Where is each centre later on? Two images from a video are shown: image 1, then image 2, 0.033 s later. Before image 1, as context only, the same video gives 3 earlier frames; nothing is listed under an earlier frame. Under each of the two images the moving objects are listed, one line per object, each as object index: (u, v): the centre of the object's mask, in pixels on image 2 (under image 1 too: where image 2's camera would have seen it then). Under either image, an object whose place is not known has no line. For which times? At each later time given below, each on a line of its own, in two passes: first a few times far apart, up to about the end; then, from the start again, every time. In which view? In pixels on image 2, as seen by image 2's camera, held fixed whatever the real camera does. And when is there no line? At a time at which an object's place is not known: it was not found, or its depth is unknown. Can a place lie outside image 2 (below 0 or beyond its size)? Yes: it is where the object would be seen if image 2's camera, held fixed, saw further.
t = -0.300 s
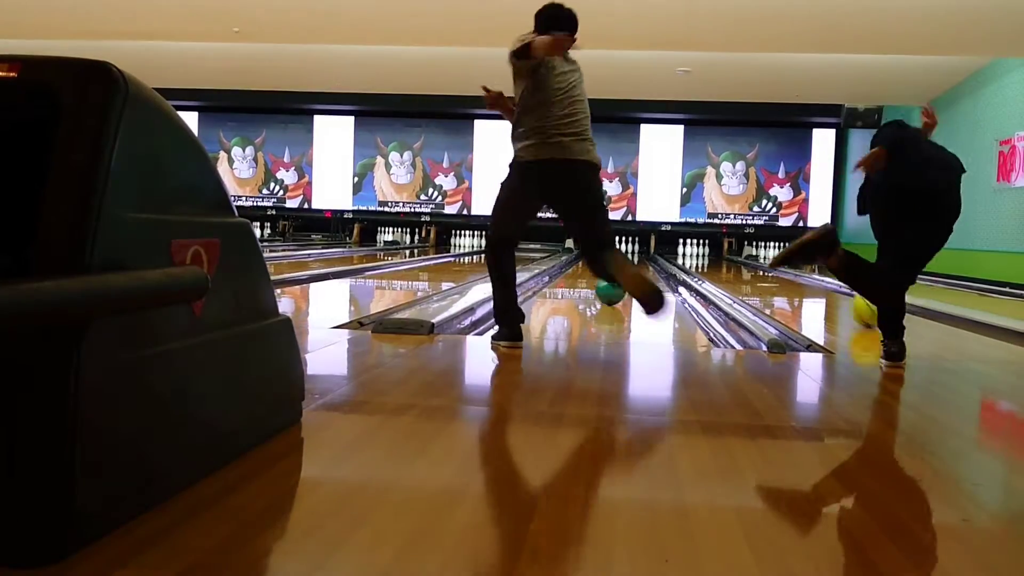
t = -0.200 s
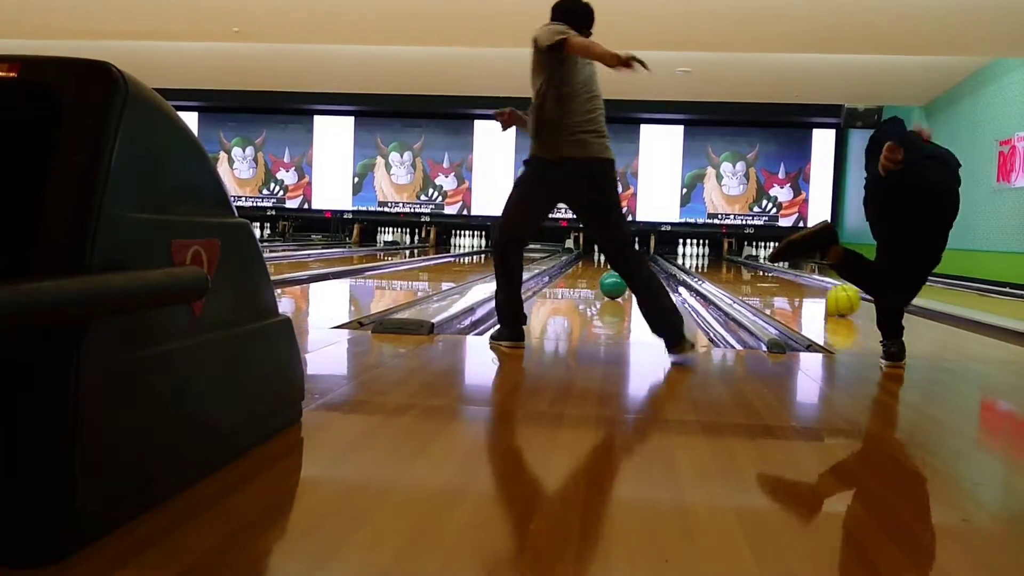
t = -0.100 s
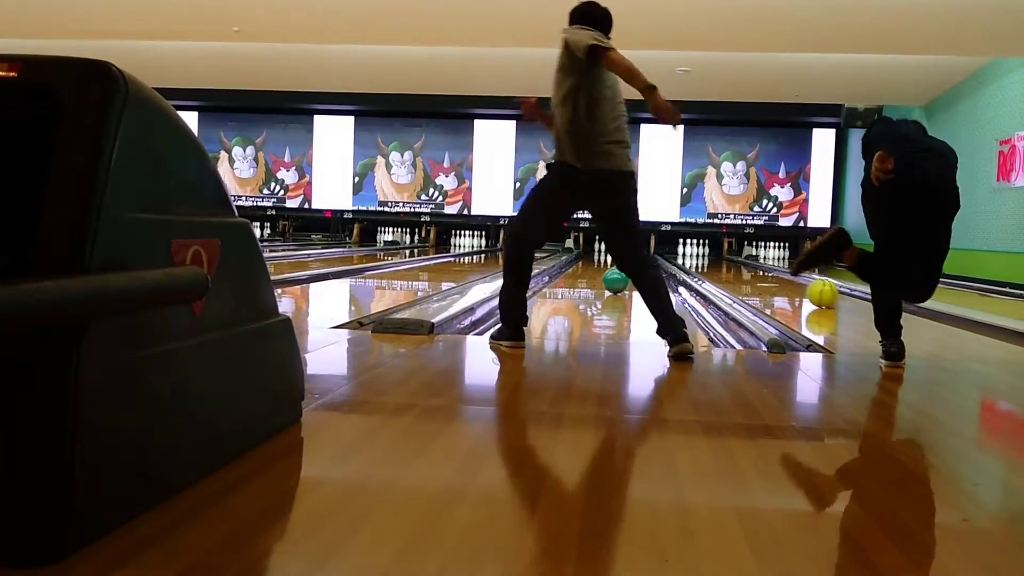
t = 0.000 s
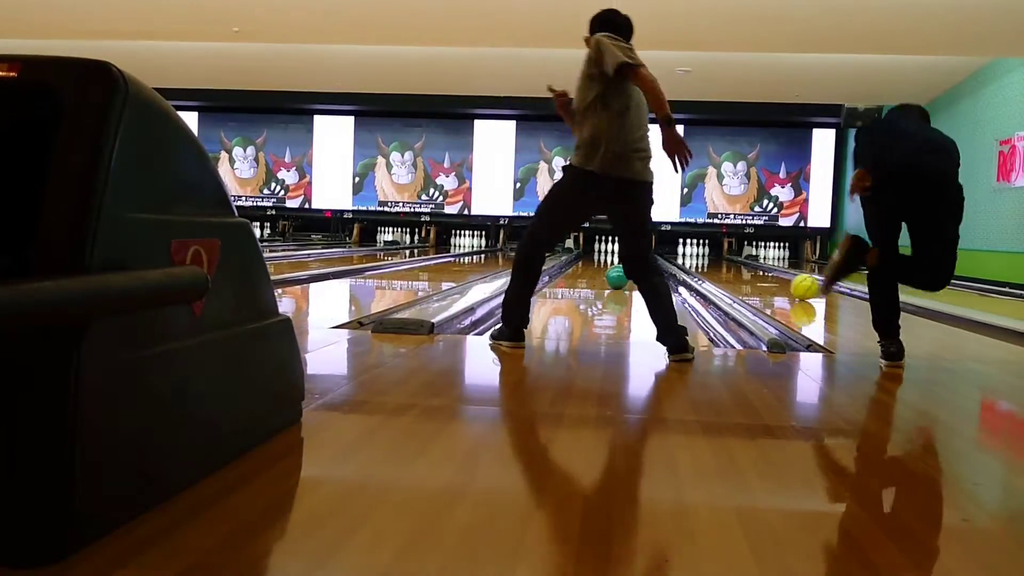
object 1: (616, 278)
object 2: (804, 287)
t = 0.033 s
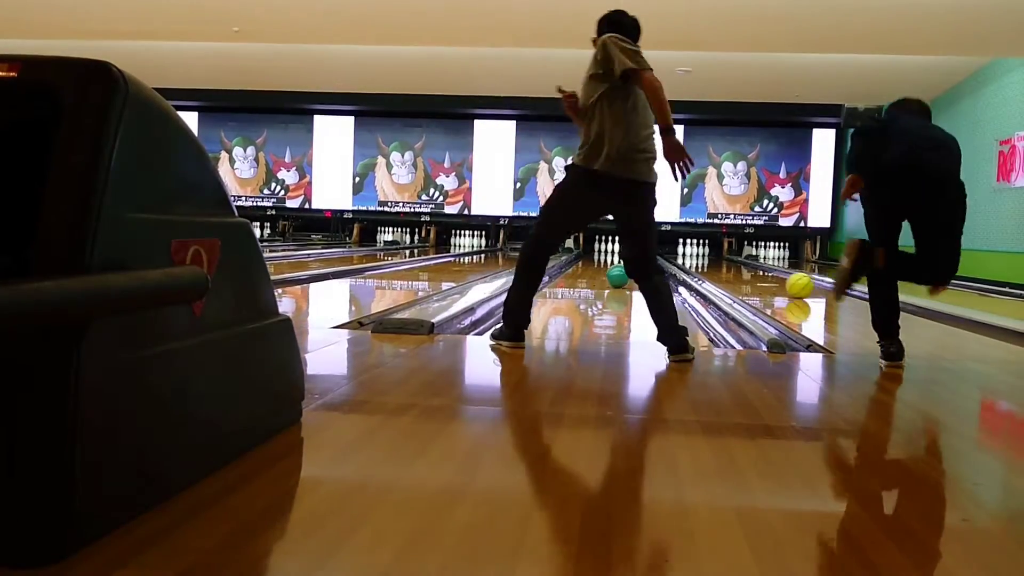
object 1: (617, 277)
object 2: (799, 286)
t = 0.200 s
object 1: (620, 272)
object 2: (779, 279)
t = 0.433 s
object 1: (622, 267)
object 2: (757, 272)
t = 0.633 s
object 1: (620, 266)
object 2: (743, 267)
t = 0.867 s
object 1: (625, 260)
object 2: (730, 263)
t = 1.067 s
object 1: (625, 258)
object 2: (721, 260)
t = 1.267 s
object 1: (625, 256)
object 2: (714, 257)
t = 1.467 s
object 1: (625, 254)
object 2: (709, 256)
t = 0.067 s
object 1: (618, 275)
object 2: (795, 284)
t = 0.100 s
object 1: (619, 274)
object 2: (790, 282)
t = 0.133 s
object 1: (619, 273)
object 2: (786, 281)
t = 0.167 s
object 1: (620, 273)
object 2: (782, 280)
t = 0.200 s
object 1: (620, 272)
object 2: (779, 279)
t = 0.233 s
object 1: (620, 271)
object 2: (775, 277)
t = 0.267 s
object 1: (621, 270)
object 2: (772, 277)
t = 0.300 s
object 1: (621, 269)
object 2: (769, 275)
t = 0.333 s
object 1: (621, 269)
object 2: (765, 274)
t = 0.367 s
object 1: (622, 268)
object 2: (762, 273)
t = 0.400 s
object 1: (622, 268)
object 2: (759, 272)
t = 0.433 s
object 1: (622, 267)
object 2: (757, 272)
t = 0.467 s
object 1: (622, 266)
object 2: (755, 270)
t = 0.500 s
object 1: (622, 266)
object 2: (752, 270)
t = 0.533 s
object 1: (621, 266)
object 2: (750, 269)
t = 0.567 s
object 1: (621, 266)
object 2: (747, 268)
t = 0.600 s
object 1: (621, 266)
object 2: (745, 267)
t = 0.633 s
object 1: (620, 266)
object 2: (743, 267)
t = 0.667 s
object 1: (620, 266)
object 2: (740, 266)
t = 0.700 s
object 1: (619, 267)
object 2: (738, 266)
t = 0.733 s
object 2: (737, 265)
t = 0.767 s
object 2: (735, 264)
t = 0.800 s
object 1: (629, 261)
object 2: (733, 264)
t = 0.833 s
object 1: (625, 260)
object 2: (732, 263)
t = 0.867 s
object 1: (625, 260)
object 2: (730, 263)
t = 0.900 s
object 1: (625, 260)
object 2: (728, 262)
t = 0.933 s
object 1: (625, 260)
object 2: (727, 262)
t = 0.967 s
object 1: (625, 259)
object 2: (725, 261)
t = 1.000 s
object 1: (625, 259)
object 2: (724, 261)
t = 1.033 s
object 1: (625, 259)
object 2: (722, 260)
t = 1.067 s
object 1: (625, 258)
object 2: (721, 260)
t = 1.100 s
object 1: (625, 258)
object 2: (720, 259)
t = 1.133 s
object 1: (625, 257)
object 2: (718, 259)
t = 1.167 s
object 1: (625, 257)
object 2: (717, 259)
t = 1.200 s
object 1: (625, 256)
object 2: (716, 258)
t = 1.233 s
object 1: (625, 256)
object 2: (715, 258)
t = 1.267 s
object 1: (625, 256)
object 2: (714, 257)
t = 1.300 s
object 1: (625, 256)
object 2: (713, 257)
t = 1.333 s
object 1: (625, 255)
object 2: (713, 257)
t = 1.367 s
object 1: (625, 255)
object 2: (712, 256)
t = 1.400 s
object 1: (625, 255)
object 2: (710, 256)
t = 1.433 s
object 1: (624, 254)
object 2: (709, 256)
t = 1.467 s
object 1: (625, 254)
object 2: (709, 256)
